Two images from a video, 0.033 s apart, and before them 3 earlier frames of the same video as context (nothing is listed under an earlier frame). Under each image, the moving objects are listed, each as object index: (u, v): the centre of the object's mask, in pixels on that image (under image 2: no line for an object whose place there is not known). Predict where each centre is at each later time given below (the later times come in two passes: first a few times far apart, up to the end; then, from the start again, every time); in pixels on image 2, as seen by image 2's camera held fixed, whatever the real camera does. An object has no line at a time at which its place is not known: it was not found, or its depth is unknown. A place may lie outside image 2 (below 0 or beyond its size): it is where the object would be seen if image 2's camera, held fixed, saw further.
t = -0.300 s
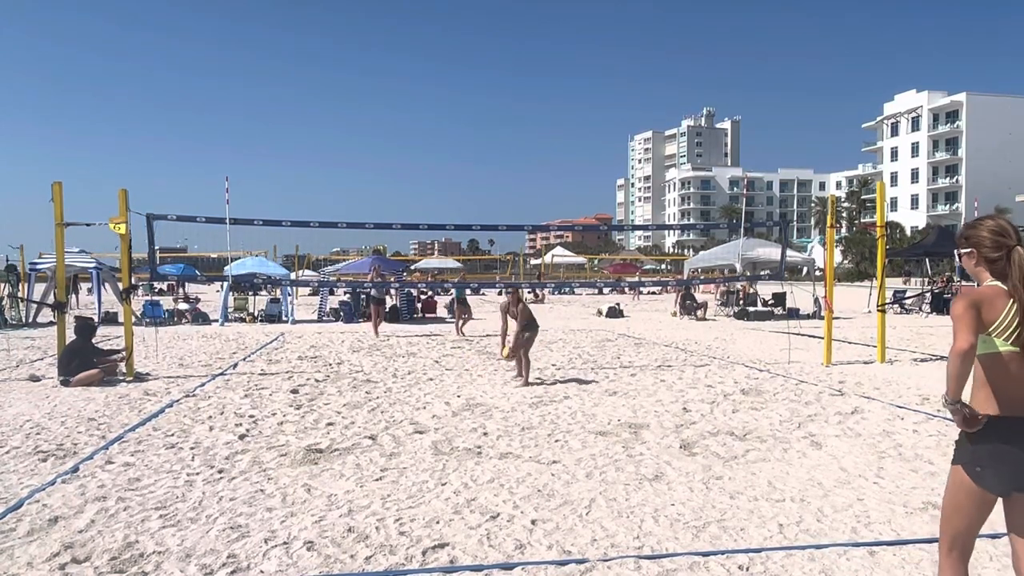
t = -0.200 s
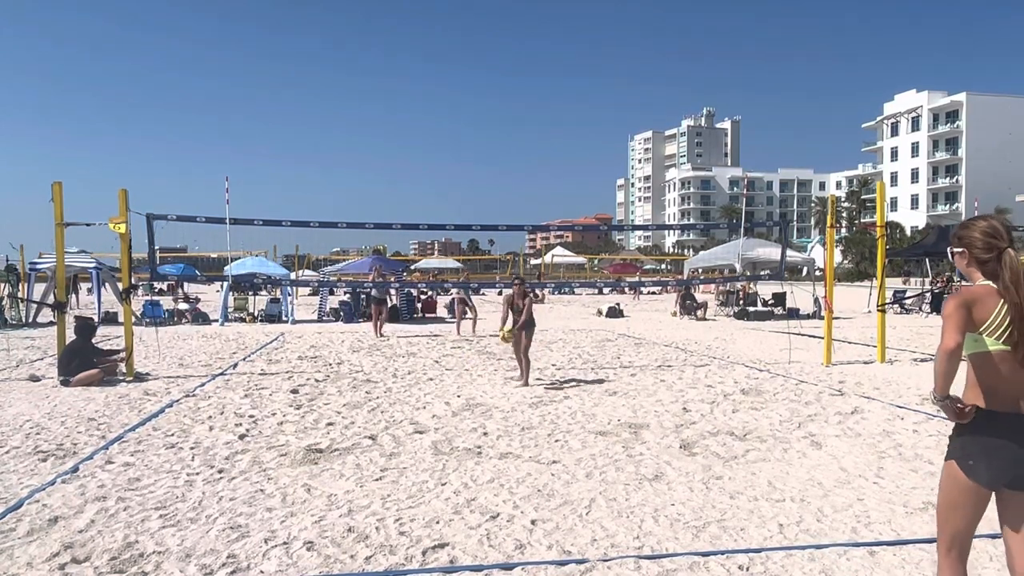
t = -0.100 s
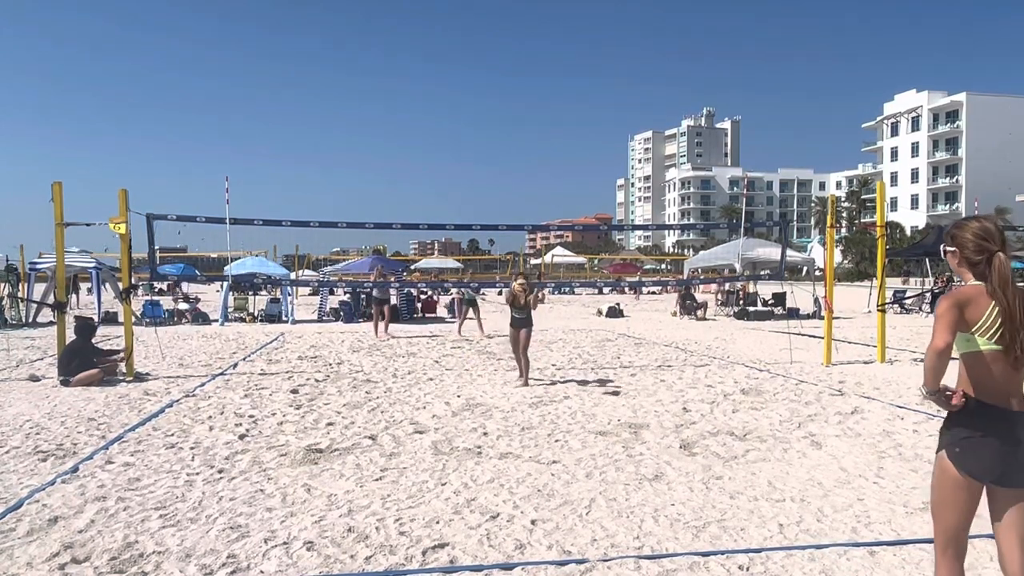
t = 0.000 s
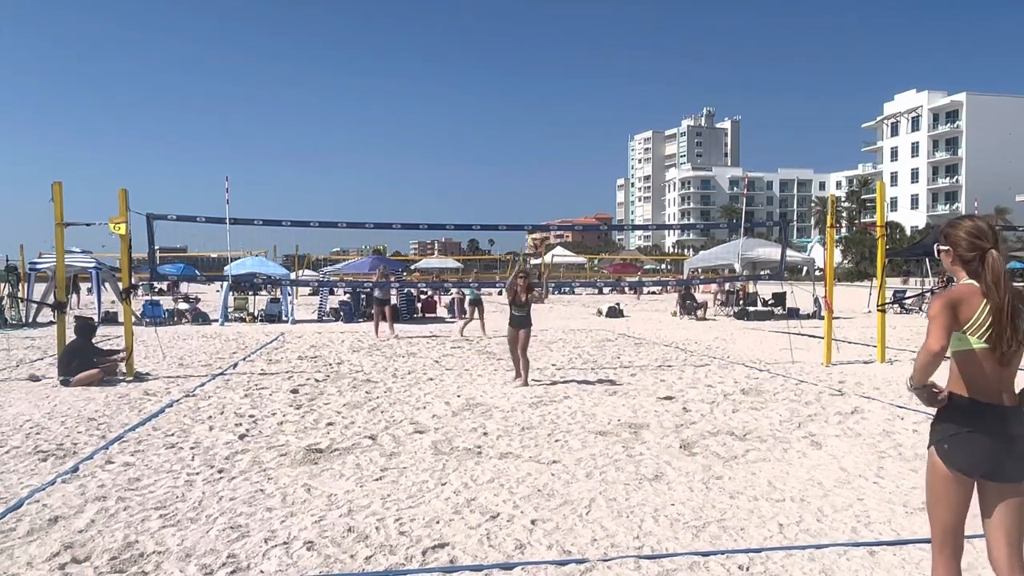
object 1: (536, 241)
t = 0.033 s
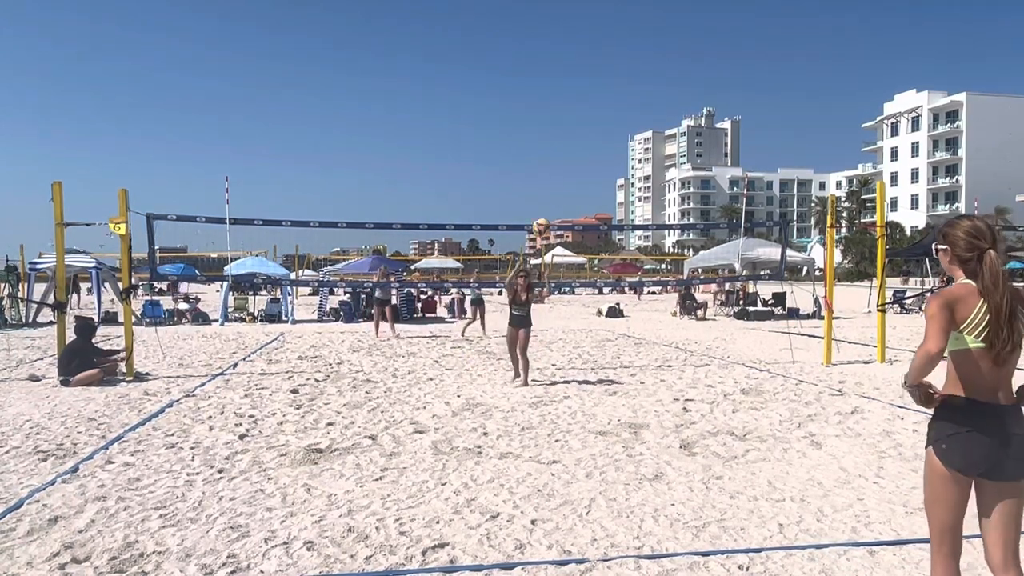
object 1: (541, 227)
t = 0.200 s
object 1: (574, 162)
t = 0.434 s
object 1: (637, 94)
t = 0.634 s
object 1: (717, 73)
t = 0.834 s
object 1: (845, 113)
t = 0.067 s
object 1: (548, 213)
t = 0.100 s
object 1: (554, 200)
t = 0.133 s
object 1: (560, 187)
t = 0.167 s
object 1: (567, 174)
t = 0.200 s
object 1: (574, 162)
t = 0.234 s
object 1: (582, 150)
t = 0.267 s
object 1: (590, 139)
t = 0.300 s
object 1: (598, 129)
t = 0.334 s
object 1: (607, 119)
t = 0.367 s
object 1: (616, 109)
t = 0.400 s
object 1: (626, 101)
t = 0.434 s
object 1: (637, 94)
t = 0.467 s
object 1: (648, 87)
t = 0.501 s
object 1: (660, 81)
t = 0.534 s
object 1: (673, 77)
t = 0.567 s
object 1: (687, 74)
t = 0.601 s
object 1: (702, 73)
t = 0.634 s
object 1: (717, 73)
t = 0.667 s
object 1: (735, 74)
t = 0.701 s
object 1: (753, 77)
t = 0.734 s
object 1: (774, 83)
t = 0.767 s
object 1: (795, 90)
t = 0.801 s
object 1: (819, 100)
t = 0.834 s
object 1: (845, 113)
